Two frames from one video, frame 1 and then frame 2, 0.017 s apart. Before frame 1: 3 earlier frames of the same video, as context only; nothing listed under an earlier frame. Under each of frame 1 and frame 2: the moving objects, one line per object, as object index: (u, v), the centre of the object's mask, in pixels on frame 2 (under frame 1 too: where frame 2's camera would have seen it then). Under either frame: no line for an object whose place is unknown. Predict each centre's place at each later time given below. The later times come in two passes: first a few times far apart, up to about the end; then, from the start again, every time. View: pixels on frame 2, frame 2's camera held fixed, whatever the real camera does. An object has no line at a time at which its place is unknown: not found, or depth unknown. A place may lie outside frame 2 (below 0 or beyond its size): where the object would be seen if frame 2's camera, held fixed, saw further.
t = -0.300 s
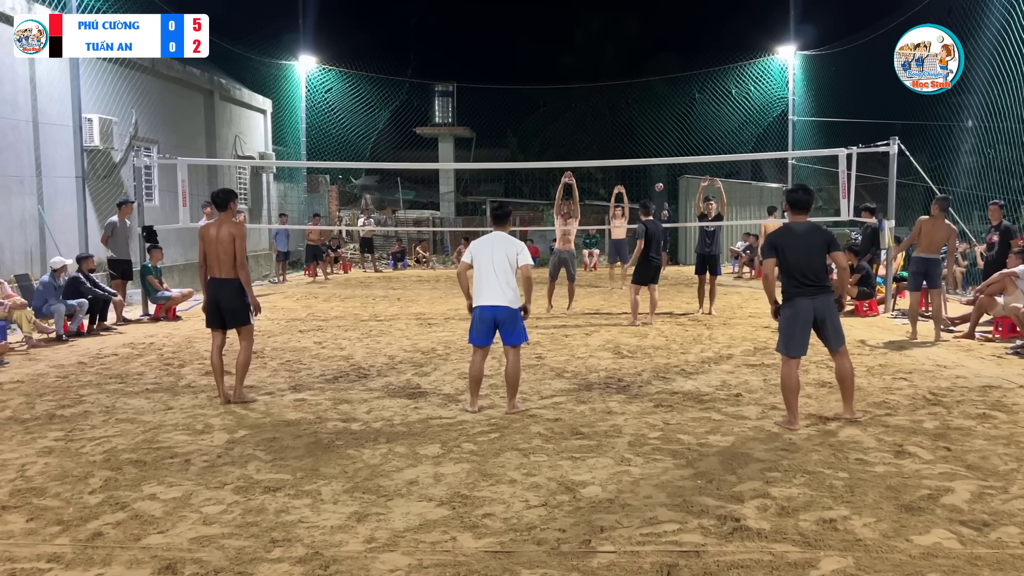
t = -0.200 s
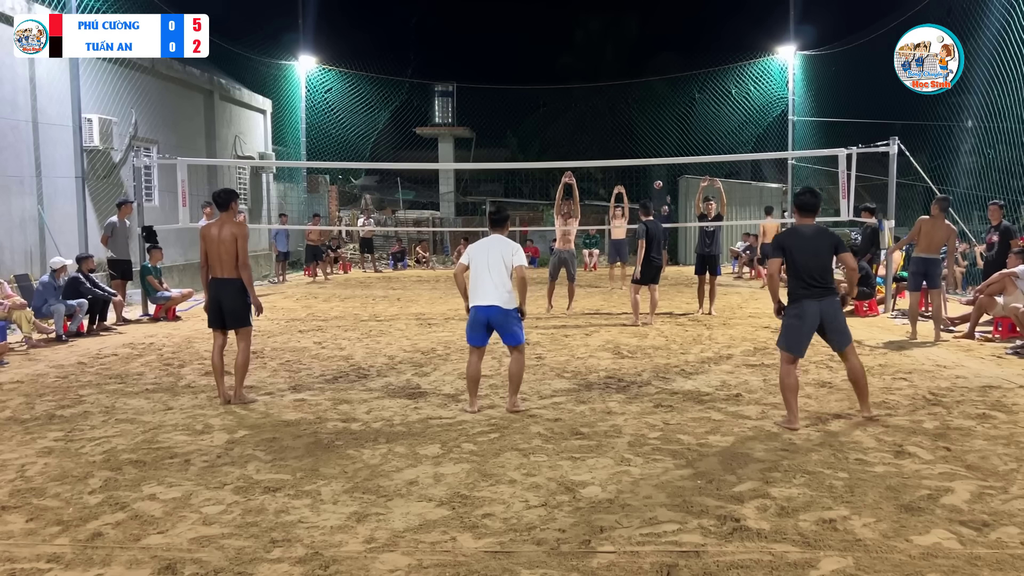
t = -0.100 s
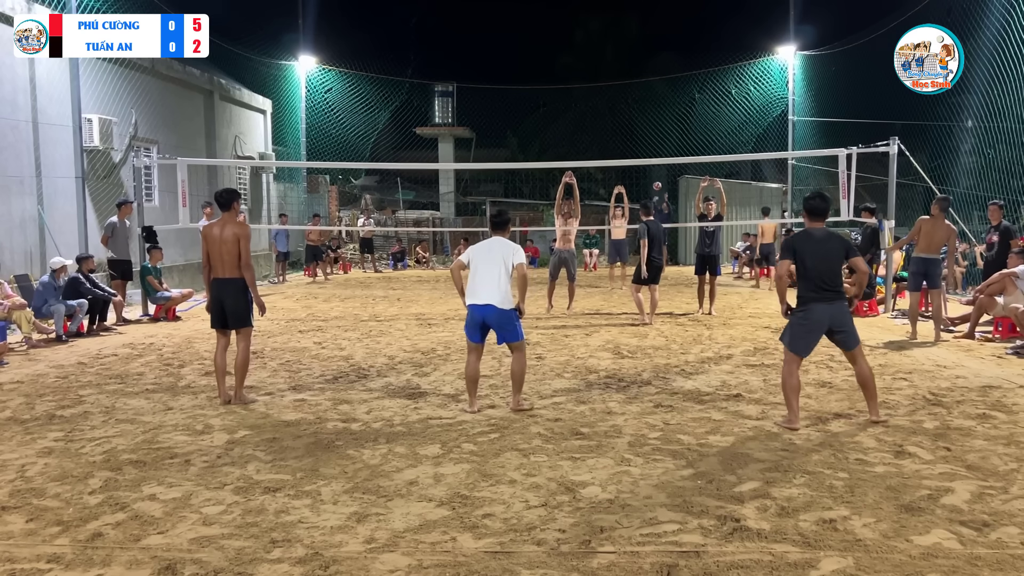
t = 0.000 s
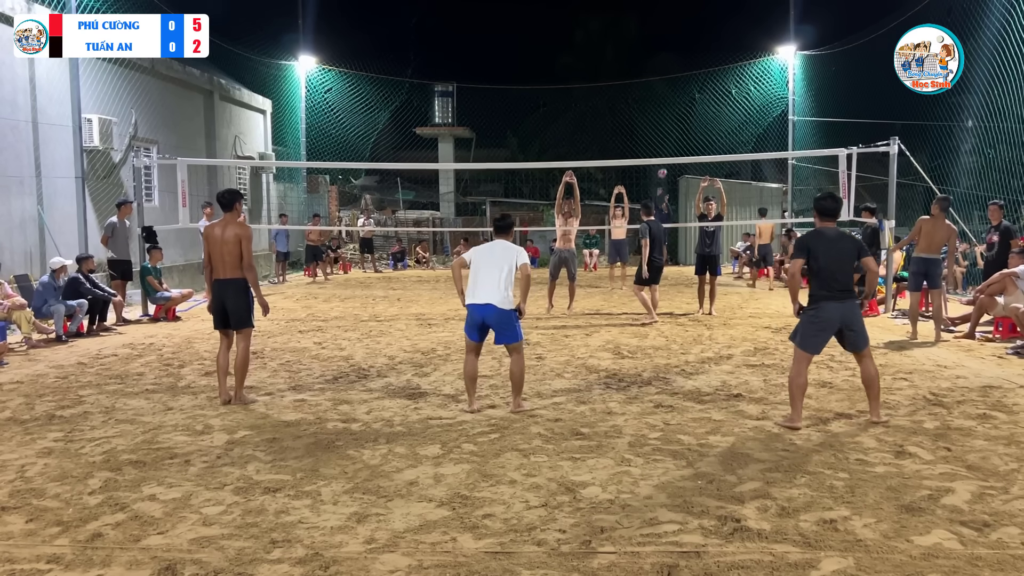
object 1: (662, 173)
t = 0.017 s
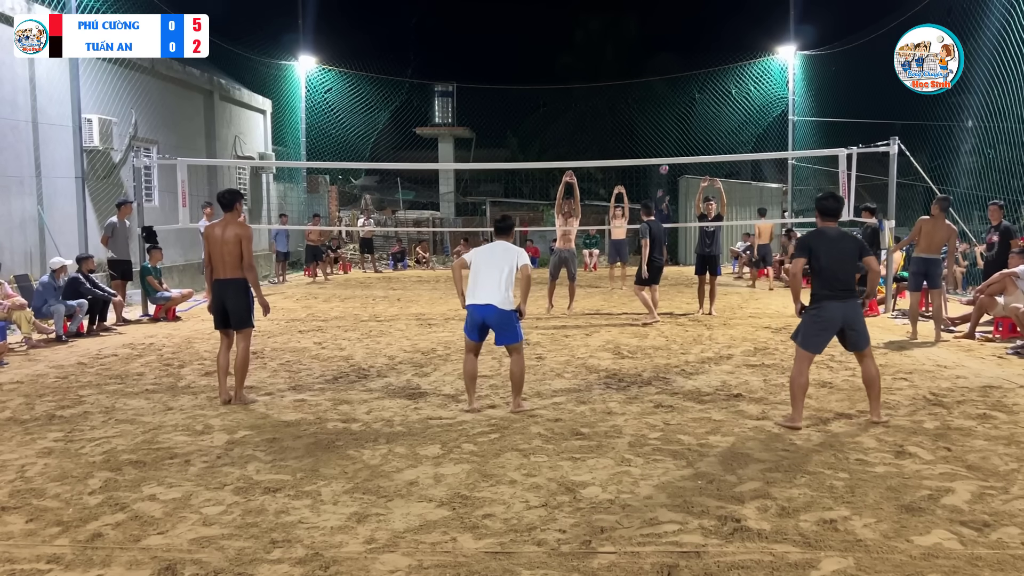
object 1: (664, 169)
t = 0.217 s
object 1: (685, 130)
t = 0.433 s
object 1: (715, 97)
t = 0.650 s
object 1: (752, 83)
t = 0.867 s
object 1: (799, 104)
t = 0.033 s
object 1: (665, 167)
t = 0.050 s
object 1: (666, 165)
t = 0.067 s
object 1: (669, 156)
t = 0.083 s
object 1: (670, 154)
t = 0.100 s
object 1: (672, 152)
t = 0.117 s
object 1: (673, 149)
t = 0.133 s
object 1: (675, 146)
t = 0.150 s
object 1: (677, 142)
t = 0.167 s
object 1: (679, 139)
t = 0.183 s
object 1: (681, 136)
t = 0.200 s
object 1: (683, 133)
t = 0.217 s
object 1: (685, 130)
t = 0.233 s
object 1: (687, 127)
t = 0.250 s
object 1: (689, 124)
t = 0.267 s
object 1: (692, 121)
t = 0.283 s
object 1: (694, 118)
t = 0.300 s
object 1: (696, 116)
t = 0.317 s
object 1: (698, 113)
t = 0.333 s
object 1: (701, 110)
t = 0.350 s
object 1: (703, 108)
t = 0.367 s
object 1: (705, 105)
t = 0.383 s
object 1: (708, 103)
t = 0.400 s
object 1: (710, 101)
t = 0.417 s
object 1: (713, 98)
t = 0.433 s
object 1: (715, 97)
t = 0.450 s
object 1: (718, 95)
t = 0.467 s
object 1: (720, 93)
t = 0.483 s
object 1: (723, 91)
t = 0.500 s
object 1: (725, 90)
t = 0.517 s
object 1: (728, 88)
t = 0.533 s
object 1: (731, 87)
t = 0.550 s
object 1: (734, 86)
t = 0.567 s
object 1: (737, 85)
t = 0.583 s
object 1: (739, 85)
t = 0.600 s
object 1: (743, 84)
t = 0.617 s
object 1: (746, 84)
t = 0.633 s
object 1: (749, 84)
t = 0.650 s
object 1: (752, 83)
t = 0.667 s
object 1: (756, 84)
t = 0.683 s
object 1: (759, 84)
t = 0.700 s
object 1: (762, 84)
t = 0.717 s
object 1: (766, 85)
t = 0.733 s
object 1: (769, 86)
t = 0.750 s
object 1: (772, 87)
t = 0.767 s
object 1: (776, 89)
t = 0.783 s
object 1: (780, 91)
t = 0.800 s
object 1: (782, 93)
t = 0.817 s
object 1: (787, 96)
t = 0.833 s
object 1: (791, 98)
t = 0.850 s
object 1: (794, 100)
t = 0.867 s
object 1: (799, 104)
